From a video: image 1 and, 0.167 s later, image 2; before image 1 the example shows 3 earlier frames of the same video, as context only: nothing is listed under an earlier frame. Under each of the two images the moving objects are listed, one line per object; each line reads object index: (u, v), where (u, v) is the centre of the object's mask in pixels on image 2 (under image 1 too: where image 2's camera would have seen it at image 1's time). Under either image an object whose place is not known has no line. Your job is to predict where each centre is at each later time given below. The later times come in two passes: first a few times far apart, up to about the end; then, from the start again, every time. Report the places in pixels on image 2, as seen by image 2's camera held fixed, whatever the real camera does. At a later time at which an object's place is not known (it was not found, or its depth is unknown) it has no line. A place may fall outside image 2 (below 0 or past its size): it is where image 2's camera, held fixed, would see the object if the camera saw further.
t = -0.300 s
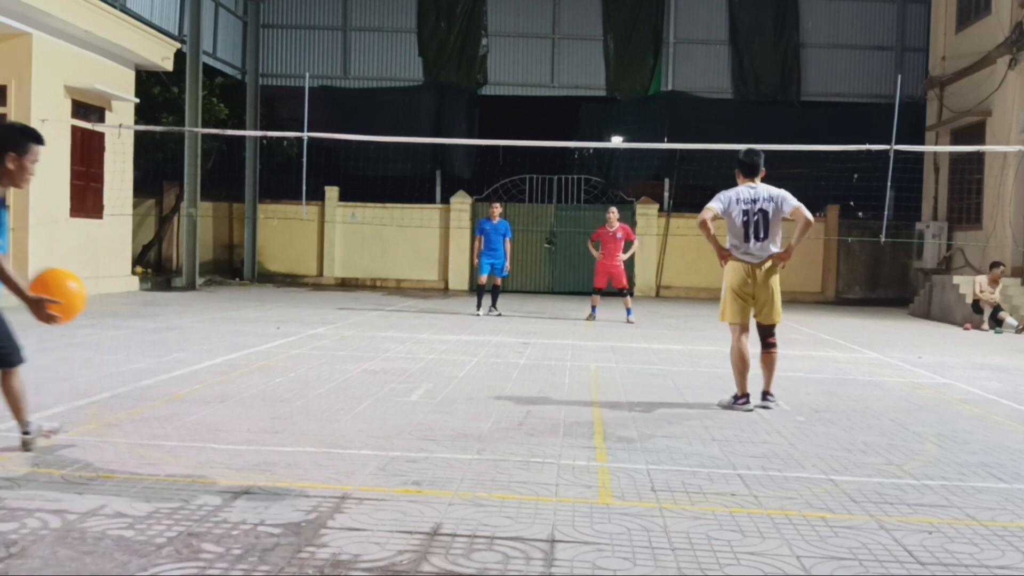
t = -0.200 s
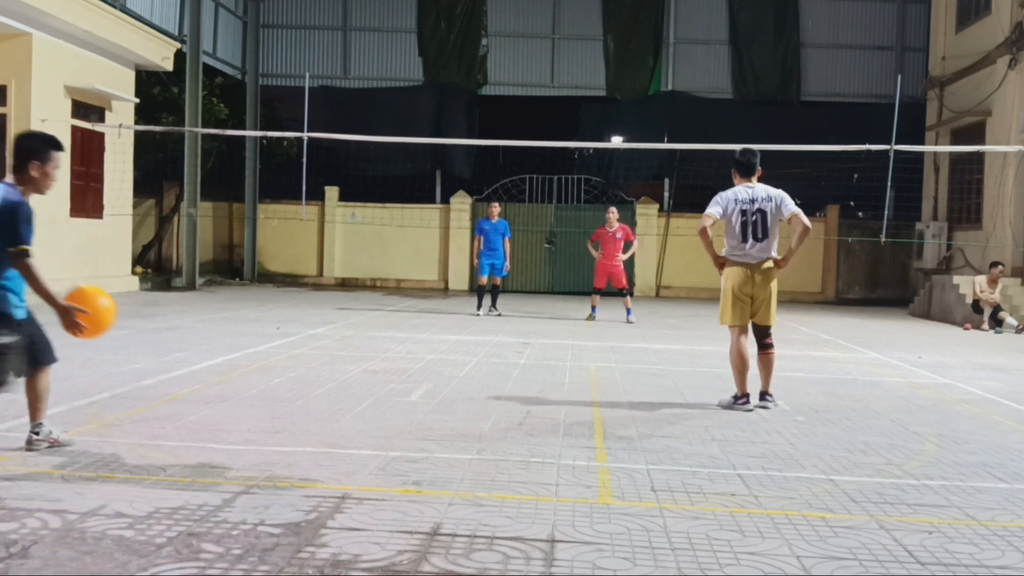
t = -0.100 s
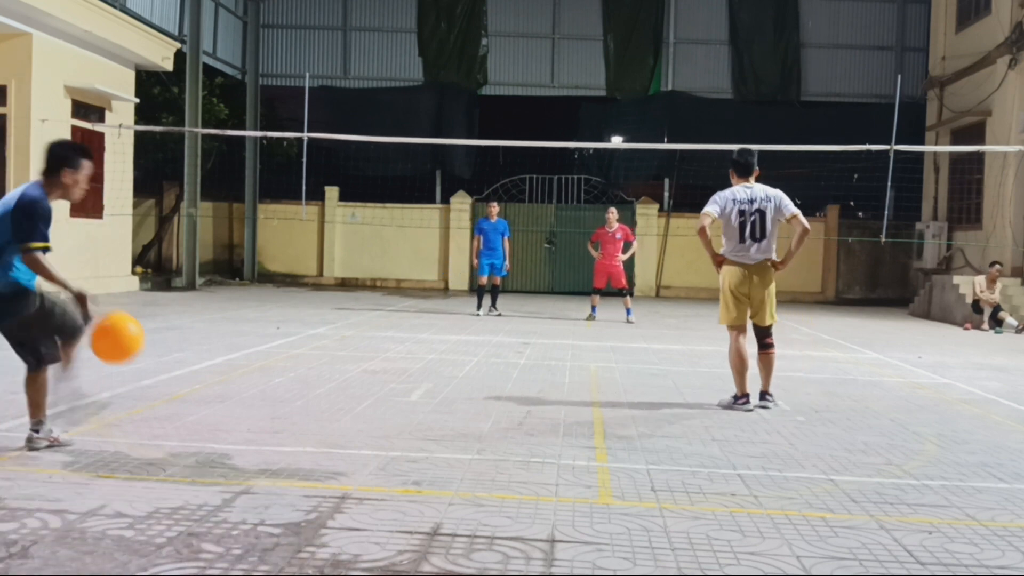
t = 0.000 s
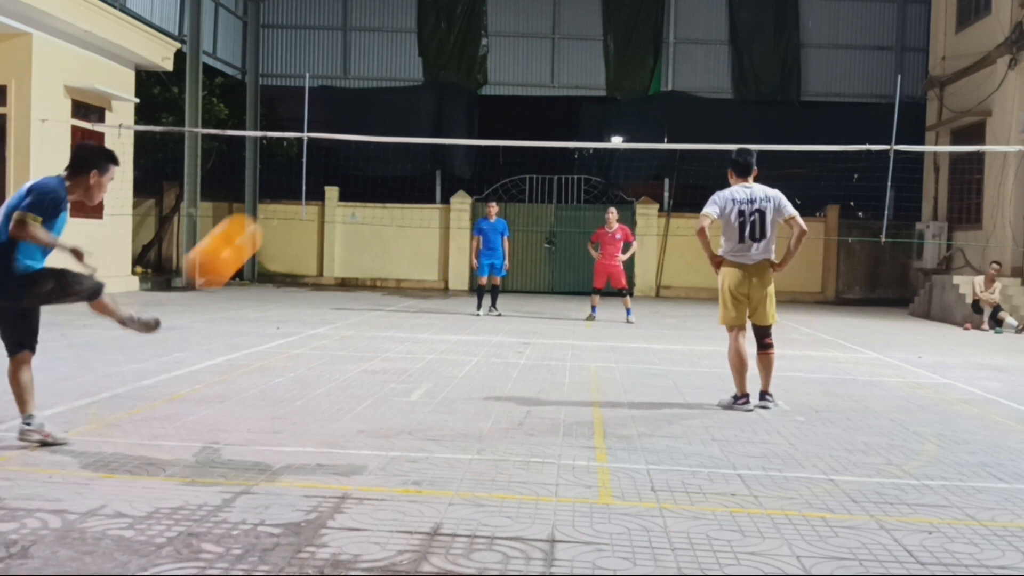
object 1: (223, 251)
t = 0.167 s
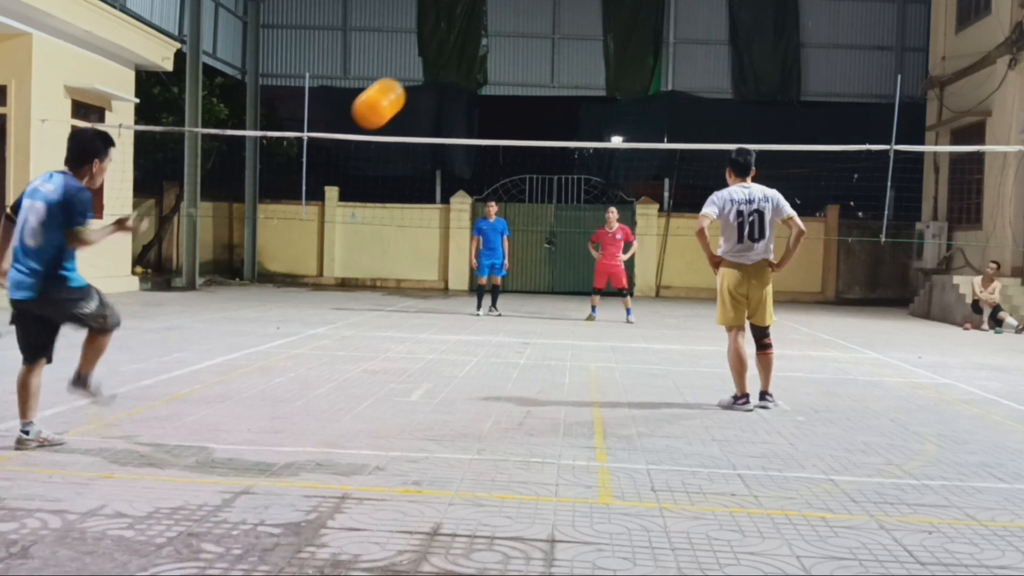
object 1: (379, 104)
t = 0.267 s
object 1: (439, 55)
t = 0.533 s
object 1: (549, 12)
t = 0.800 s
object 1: (620, 44)
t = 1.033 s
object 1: (662, 113)
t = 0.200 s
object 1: (401, 85)
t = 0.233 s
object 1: (421, 69)
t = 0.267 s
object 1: (439, 55)
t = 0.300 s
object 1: (456, 44)
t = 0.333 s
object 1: (473, 35)
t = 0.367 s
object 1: (487, 27)
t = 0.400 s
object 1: (501, 21)
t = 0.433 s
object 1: (515, 16)
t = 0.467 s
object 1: (527, 14)
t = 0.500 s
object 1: (538, 13)
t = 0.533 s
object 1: (549, 12)
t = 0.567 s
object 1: (560, 13)
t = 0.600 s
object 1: (570, 14)
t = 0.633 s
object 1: (579, 17)
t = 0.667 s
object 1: (588, 20)
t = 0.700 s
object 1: (597, 25)
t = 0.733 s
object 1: (605, 30)
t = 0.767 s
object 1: (613, 37)
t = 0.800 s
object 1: (620, 44)
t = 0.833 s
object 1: (627, 52)
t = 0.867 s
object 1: (634, 61)
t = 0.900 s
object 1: (640, 70)
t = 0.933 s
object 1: (646, 80)
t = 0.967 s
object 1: (652, 90)
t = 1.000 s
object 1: (657, 102)
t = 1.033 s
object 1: (662, 113)
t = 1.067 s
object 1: (667, 125)
